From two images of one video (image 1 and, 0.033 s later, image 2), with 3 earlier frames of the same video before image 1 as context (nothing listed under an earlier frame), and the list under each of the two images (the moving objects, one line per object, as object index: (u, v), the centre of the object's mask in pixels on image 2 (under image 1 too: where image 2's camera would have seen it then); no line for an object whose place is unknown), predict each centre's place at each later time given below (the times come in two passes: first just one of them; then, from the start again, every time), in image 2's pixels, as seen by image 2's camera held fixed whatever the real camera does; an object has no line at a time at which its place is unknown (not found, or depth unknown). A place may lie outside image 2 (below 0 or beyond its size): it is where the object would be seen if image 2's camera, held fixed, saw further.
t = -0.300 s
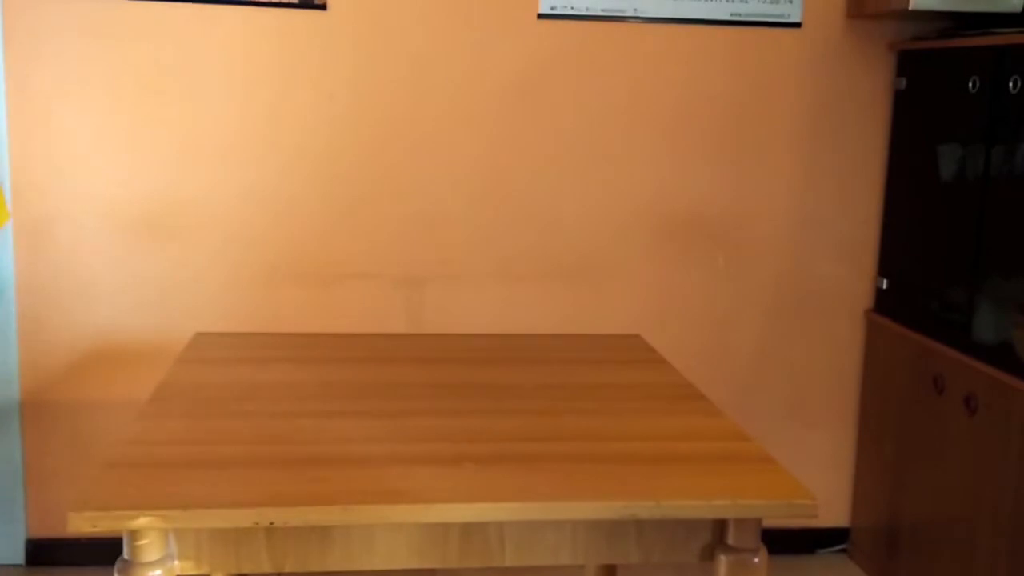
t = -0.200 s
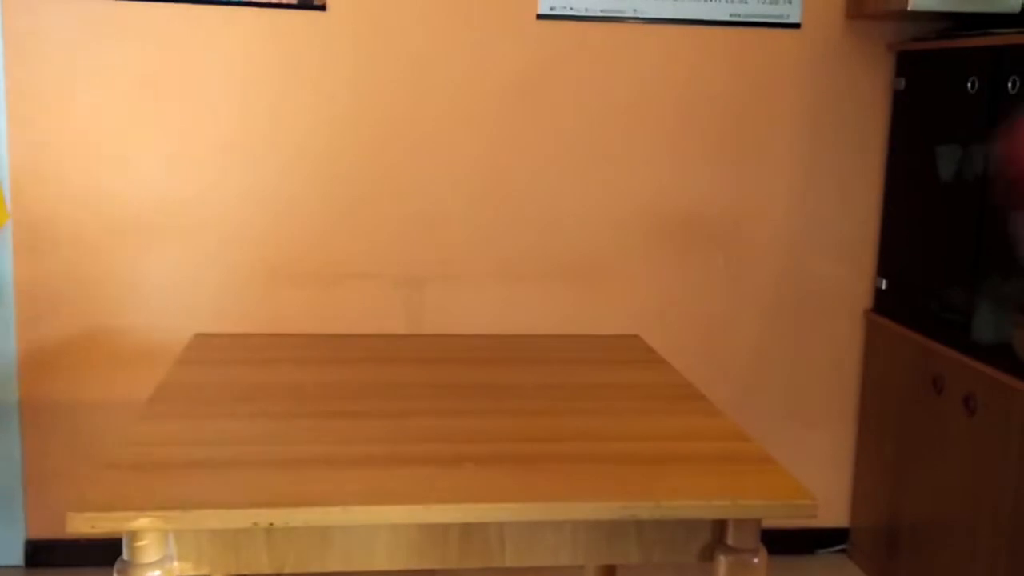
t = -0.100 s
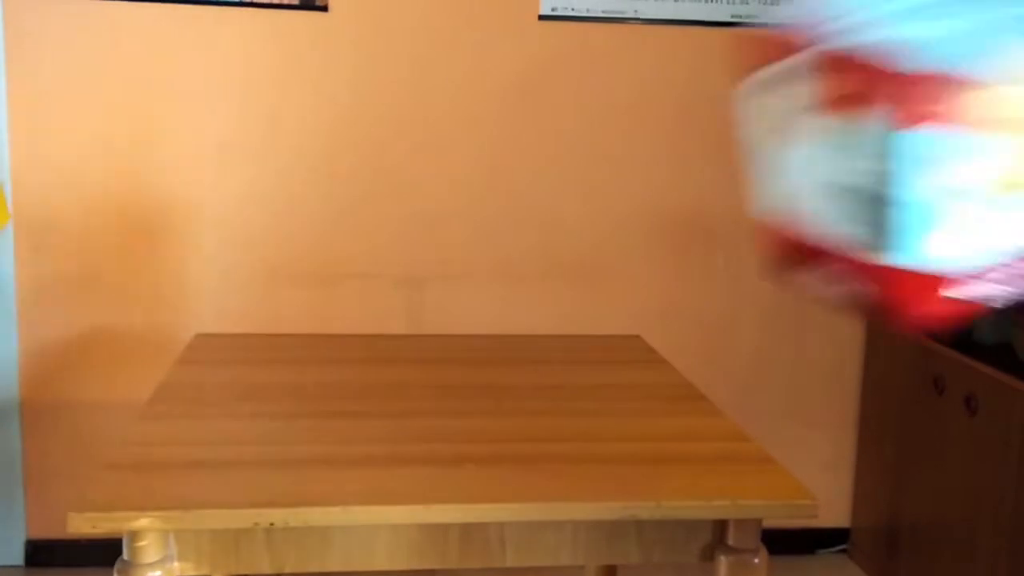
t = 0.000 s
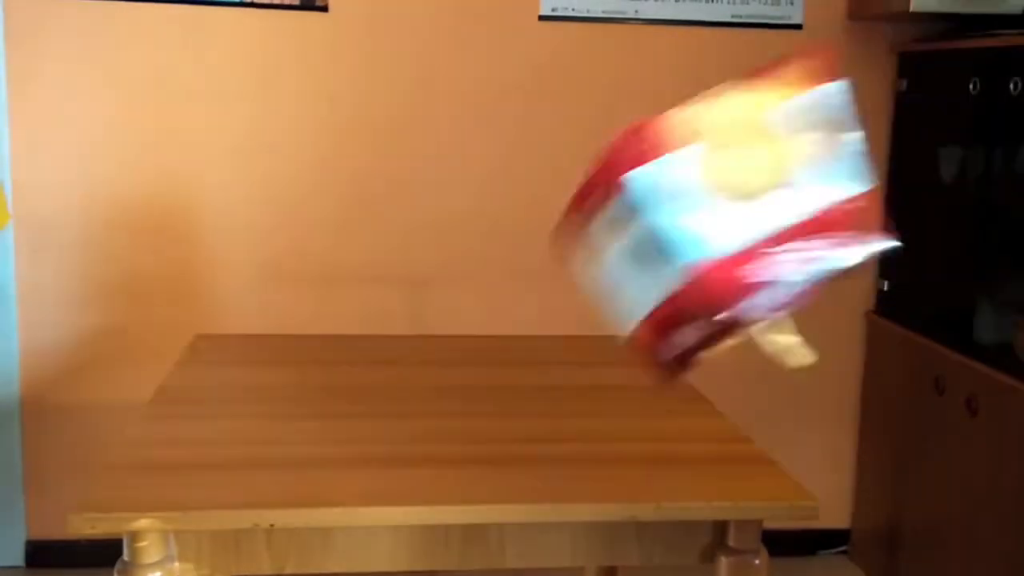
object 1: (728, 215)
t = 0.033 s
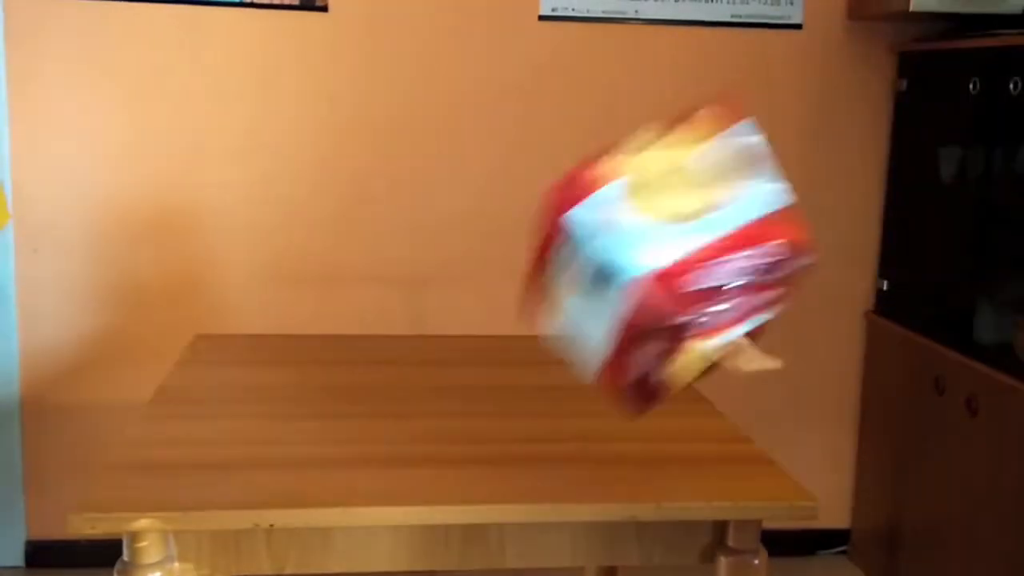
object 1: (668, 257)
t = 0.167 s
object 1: (519, 376)
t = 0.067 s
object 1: (618, 301)
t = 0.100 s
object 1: (576, 349)
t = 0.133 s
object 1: (545, 385)
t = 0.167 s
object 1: (519, 376)
